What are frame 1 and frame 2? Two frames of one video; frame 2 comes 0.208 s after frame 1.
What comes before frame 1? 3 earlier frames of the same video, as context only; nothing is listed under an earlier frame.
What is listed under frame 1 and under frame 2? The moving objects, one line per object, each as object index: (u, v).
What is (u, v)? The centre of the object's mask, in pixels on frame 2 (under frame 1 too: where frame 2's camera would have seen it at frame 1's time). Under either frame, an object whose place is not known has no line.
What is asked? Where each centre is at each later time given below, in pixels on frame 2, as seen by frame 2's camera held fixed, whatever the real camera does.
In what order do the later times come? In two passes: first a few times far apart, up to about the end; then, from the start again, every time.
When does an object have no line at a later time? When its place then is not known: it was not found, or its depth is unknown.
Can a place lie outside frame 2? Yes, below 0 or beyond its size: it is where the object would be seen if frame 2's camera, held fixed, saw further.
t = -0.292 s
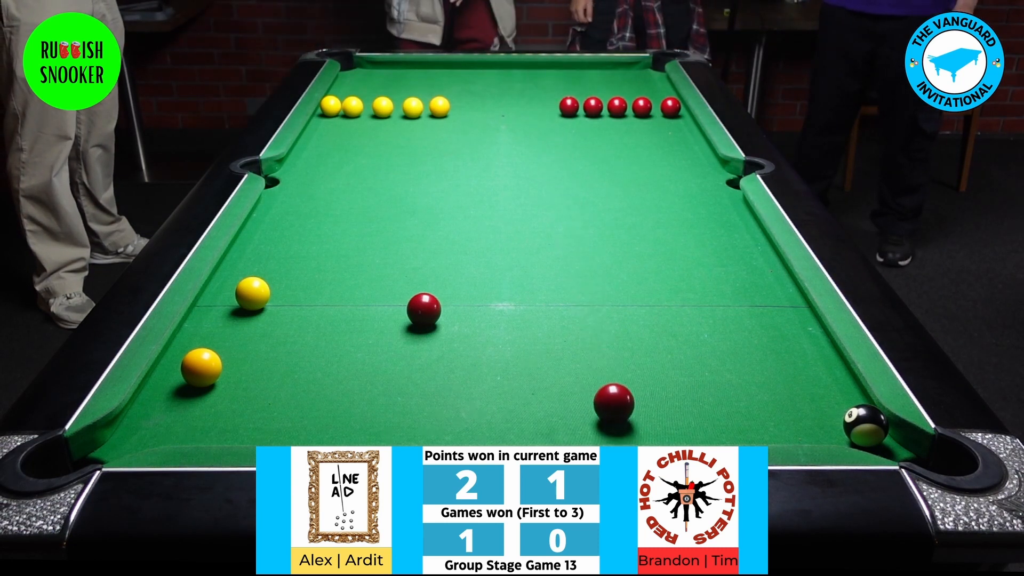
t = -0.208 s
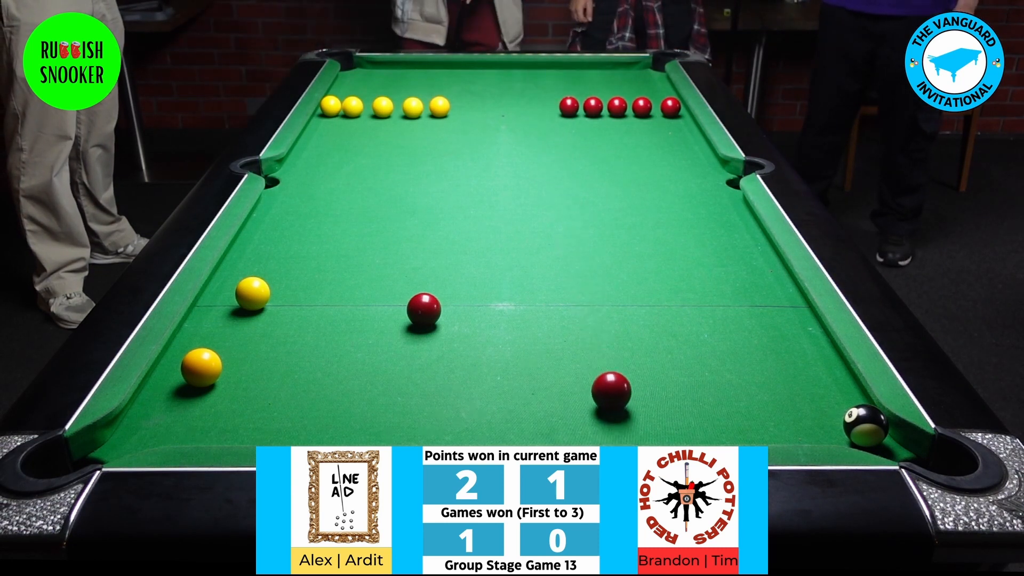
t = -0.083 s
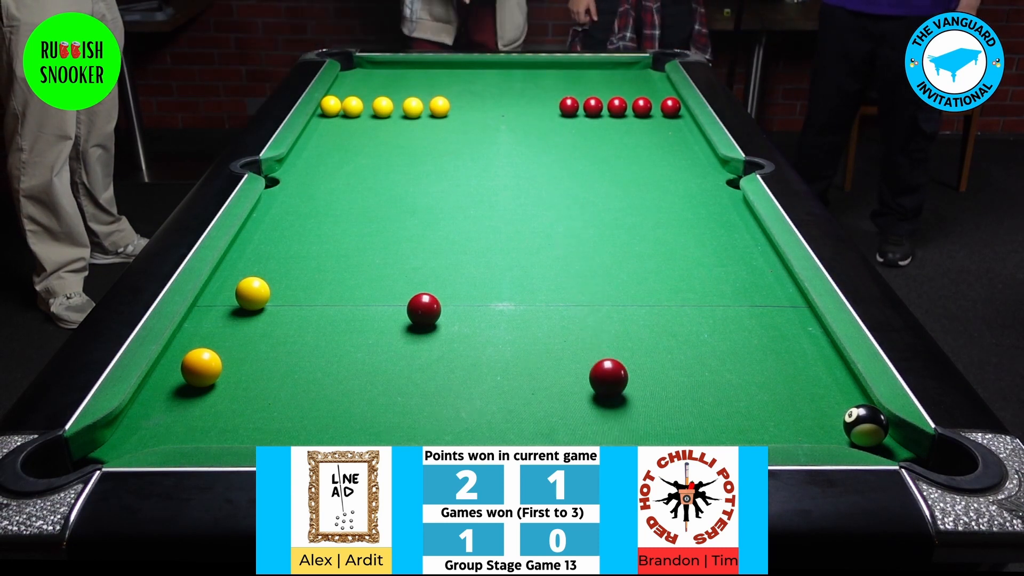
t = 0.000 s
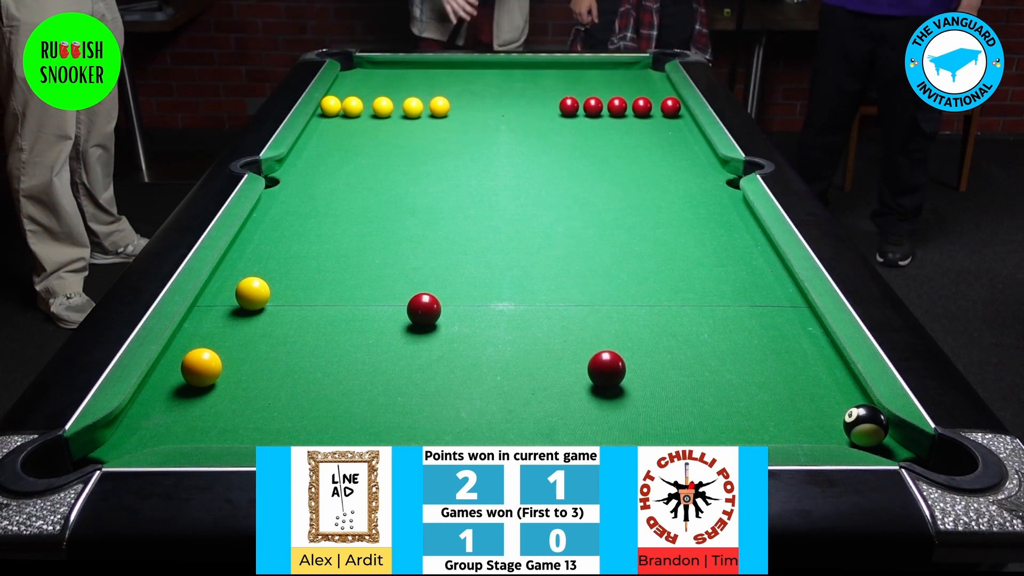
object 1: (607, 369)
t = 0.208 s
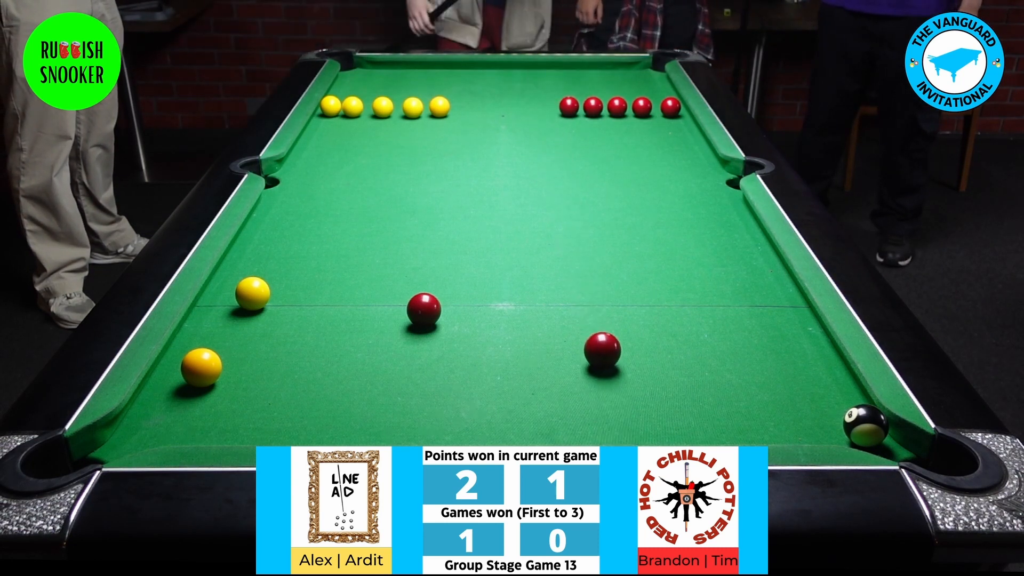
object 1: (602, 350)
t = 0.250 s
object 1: (602, 347)
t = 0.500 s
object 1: (597, 326)
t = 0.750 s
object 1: (592, 309)
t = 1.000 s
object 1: (586, 295)
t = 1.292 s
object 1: (580, 281)
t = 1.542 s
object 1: (576, 272)
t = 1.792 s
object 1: (573, 264)
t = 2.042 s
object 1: (569, 259)
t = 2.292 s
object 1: (566, 254)
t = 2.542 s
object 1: (565, 251)
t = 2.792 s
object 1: (566, 249)
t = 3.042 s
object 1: (566, 248)
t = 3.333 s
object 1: (566, 248)
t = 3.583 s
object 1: (566, 248)
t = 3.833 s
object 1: (566, 248)
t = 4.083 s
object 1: (566, 248)
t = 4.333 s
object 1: (566, 248)
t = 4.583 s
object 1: (566, 248)
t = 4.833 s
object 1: (566, 248)
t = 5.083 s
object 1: (566, 248)
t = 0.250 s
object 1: (602, 347)
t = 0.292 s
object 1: (600, 341)
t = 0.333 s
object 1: (600, 338)
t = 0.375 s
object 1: (599, 335)
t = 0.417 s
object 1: (598, 332)
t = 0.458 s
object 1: (598, 329)
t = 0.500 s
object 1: (597, 326)
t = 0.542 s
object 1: (596, 323)
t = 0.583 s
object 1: (596, 320)
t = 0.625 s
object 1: (595, 317)
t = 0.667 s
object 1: (594, 315)
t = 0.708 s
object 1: (593, 312)
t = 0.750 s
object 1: (592, 309)
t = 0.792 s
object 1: (591, 306)
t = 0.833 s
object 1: (590, 303)
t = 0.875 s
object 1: (589, 301)
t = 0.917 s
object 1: (588, 299)
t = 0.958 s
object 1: (587, 297)
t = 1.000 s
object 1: (586, 295)
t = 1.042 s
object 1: (585, 293)
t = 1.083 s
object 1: (584, 291)
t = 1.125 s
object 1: (583, 289)
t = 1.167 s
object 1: (582, 287)
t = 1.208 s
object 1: (581, 285)
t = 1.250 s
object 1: (581, 283)
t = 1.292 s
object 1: (580, 281)
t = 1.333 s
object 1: (579, 280)
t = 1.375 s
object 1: (578, 278)
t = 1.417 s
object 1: (578, 276)
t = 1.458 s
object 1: (577, 275)
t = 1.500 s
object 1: (577, 273)
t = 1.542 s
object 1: (576, 272)
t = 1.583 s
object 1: (576, 271)
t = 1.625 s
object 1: (575, 270)
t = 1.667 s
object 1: (574, 268)
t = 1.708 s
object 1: (574, 267)
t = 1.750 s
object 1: (573, 266)
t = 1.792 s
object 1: (573, 264)
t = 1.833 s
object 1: (572, 263)
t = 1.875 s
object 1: (571, 262)
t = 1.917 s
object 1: (571, 261)
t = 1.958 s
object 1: (570, 260)
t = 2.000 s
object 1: (570, 259)
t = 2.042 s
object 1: (569, 259)
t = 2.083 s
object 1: (569, 258)
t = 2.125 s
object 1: (568, 257)
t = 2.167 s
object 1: (568, 256)
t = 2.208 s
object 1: (567, 255)
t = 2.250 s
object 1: (567, 255)
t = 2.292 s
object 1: (566, 254)
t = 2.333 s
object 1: (566, 253)
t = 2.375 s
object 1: (566, 253)
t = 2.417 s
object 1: (566, 252)
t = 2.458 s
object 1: (566, 251)
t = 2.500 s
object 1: (565, 251)
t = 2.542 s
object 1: (565, 251)
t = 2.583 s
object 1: (565, 250)
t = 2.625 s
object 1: (565, 250)
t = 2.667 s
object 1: (565, 250)
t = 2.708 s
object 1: (566, 249)
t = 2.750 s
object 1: (566, 249)
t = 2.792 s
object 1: (566, 249)
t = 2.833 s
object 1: (566, 248)
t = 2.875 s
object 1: (566, 248)
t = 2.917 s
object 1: (566, 248)
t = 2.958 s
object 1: (566, 248)
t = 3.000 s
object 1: (566, 248)
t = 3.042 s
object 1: (566, 248)
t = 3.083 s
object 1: (566, 248)
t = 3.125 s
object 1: (566, 248)
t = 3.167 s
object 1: (566, 248)
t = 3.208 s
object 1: (566, 248)
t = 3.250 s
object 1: (566, 248)
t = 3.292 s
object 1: (566, 248)
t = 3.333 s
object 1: (566, 248)
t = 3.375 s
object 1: (566, 248)
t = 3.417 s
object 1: (566, 248)
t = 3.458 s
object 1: (566, 248)
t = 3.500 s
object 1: (566, 248)
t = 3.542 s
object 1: (566, 248)
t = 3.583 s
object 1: (566, 248)
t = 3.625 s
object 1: (566, 248)
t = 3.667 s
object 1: (566, 248)
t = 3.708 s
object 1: (566, 248)
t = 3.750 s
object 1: (566, 248)
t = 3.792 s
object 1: (566, 248)
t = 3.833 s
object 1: (566, 248)
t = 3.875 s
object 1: (566, 248)
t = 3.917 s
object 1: (566, 248)
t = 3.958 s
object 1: (566, 248)
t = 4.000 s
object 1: (566, 248)
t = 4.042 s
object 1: (566, 248)
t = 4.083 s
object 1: (566, 248)
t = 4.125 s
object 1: (566, 248)
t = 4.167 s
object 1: (566, 248)
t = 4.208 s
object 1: (566, 248)
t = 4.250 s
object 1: (566, 248)
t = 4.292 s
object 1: (566, 248)
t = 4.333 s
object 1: (566, 248)
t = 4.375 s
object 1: (566, 248)
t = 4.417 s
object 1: (566, 248)
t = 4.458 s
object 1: (566, 248)
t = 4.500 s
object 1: (566, 248)
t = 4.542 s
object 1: (566, 248)
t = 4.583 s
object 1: (566, 248)
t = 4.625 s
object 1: (566, 248)
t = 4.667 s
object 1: (566, 248)
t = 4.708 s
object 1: (566, 248)
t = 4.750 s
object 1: (566, 248)
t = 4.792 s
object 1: (566, 248)
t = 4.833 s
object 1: (566, 248)
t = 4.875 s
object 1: (566, 248)
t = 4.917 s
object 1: (566, 248)
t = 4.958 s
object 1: (566, 248)
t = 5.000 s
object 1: (566, 248)
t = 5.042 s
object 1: (566, 248)
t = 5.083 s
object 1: (566, 248)
